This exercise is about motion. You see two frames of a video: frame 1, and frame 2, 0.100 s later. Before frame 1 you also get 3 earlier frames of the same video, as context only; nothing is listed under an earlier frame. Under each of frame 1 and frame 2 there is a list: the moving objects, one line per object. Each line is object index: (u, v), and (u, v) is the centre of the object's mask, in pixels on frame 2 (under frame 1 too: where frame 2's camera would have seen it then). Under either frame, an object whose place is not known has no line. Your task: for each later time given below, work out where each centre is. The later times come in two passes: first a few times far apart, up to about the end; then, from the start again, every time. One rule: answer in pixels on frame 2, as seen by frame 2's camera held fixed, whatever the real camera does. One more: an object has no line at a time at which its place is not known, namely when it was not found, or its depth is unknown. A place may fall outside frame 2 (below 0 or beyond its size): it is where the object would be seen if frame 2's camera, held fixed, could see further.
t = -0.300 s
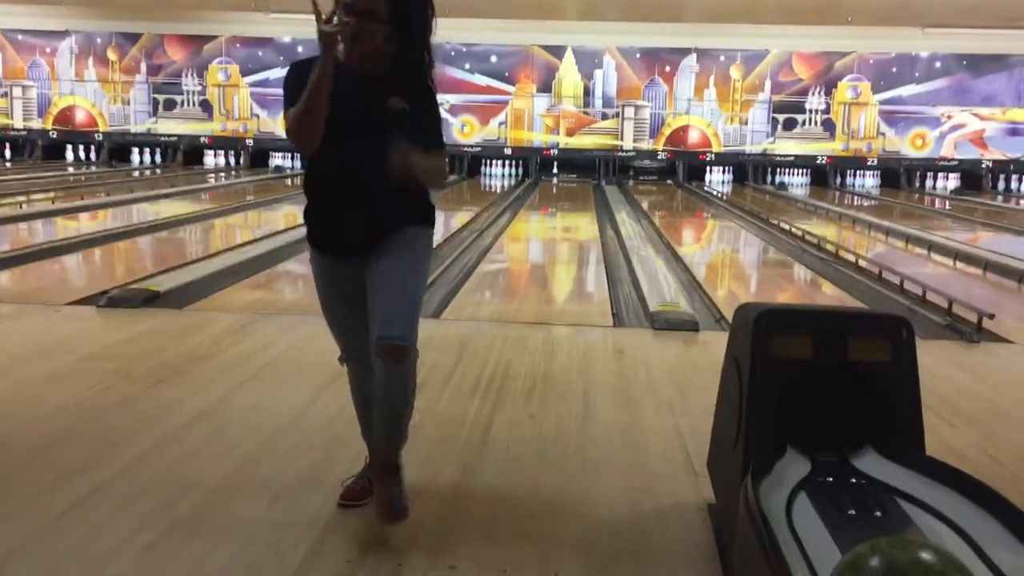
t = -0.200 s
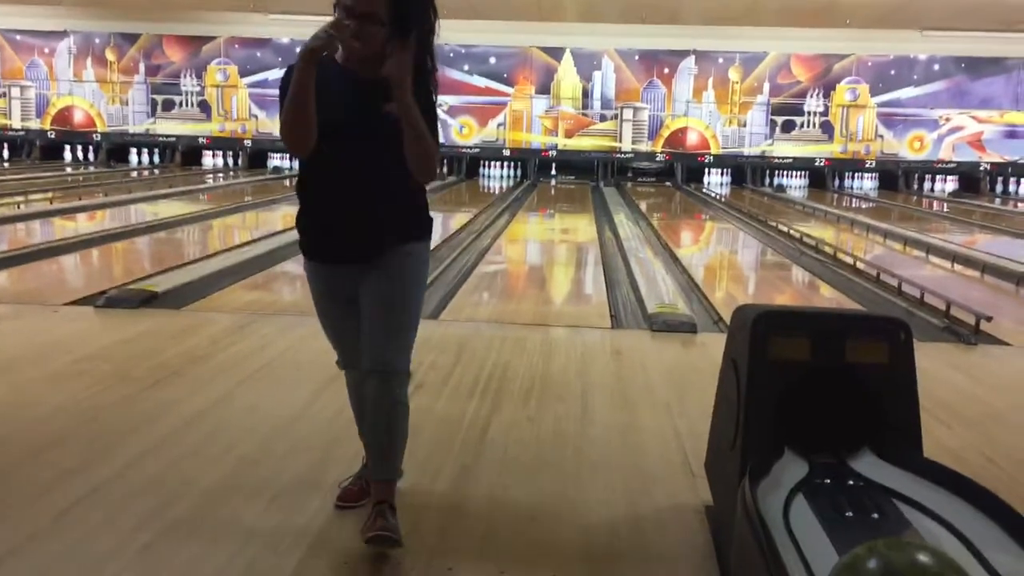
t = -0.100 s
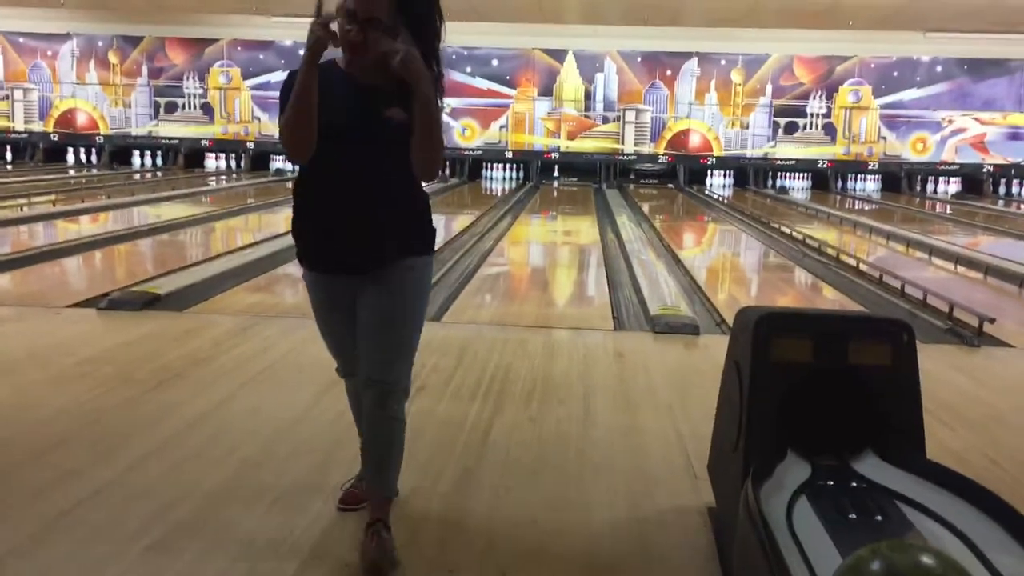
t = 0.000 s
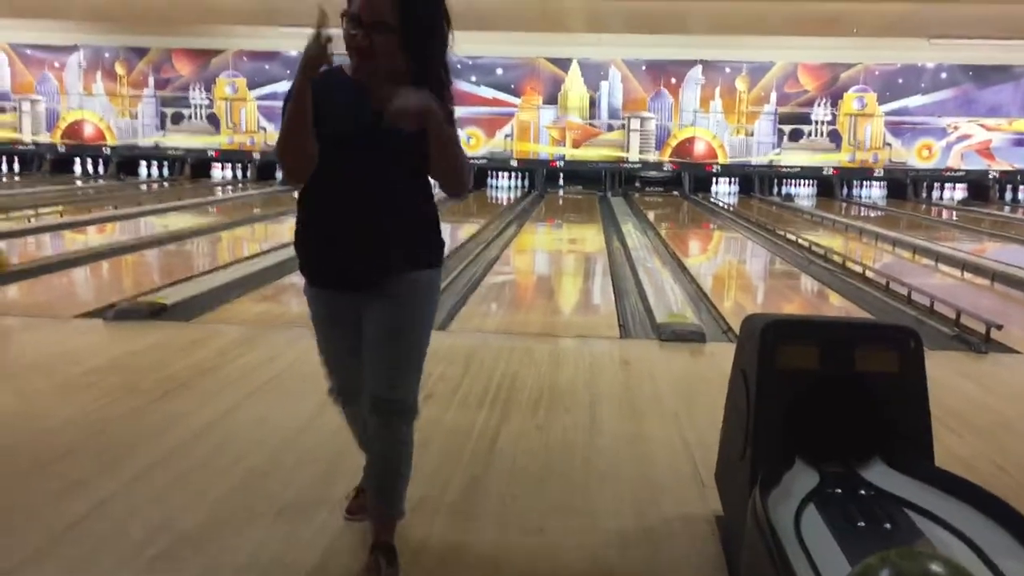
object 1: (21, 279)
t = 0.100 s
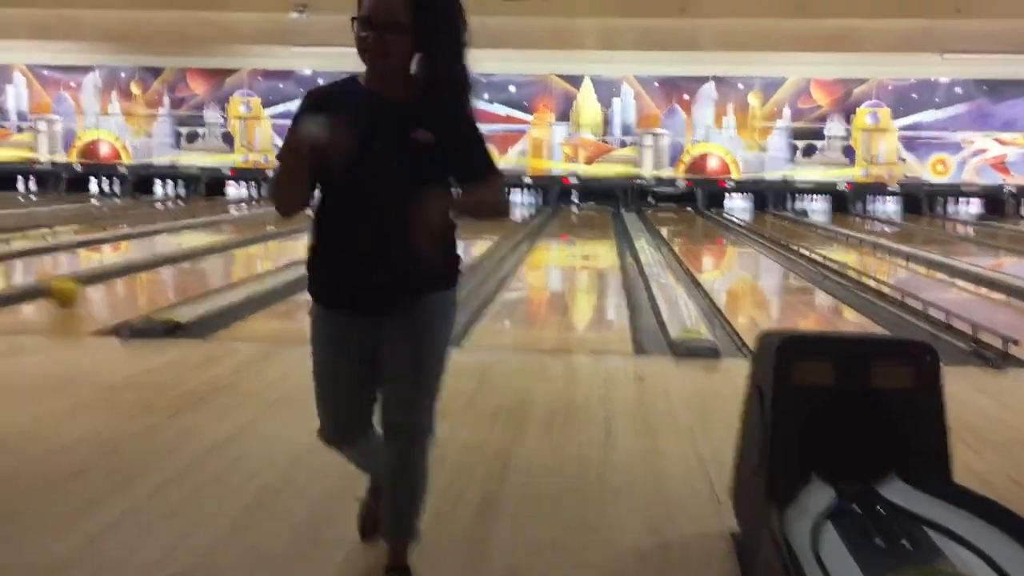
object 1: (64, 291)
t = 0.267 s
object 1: (133, 275)
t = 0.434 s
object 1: (186, 260)
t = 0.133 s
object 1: (79, 286)
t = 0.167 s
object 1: (90, 283)
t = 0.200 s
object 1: (106, 280)
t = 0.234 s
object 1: (119, 278)
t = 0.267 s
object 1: (133, 275)
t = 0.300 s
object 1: (145, 271)
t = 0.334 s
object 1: (153, 267)
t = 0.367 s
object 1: (167, 266)
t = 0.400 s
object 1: (178, 263)
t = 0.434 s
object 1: (186, 260)
